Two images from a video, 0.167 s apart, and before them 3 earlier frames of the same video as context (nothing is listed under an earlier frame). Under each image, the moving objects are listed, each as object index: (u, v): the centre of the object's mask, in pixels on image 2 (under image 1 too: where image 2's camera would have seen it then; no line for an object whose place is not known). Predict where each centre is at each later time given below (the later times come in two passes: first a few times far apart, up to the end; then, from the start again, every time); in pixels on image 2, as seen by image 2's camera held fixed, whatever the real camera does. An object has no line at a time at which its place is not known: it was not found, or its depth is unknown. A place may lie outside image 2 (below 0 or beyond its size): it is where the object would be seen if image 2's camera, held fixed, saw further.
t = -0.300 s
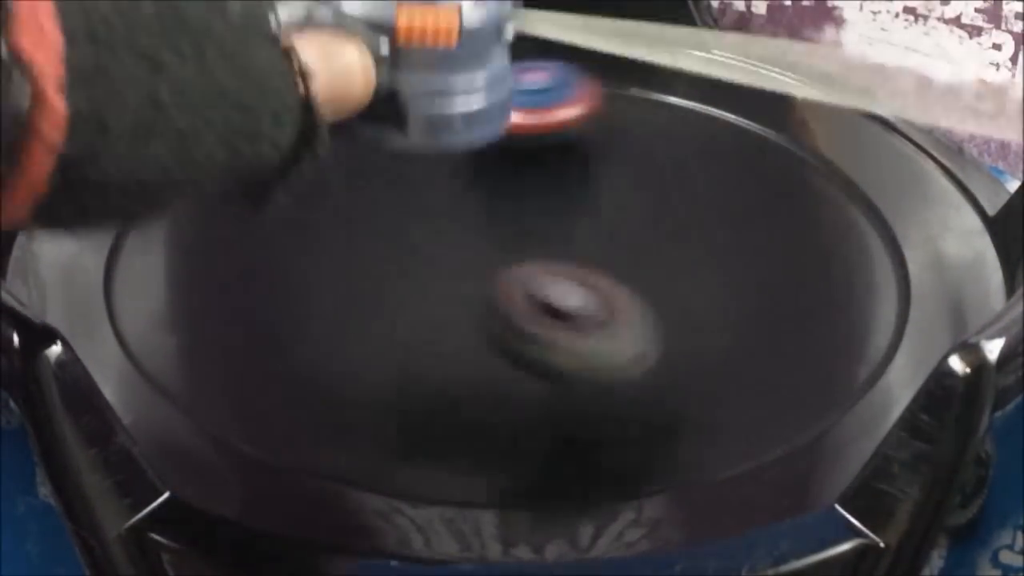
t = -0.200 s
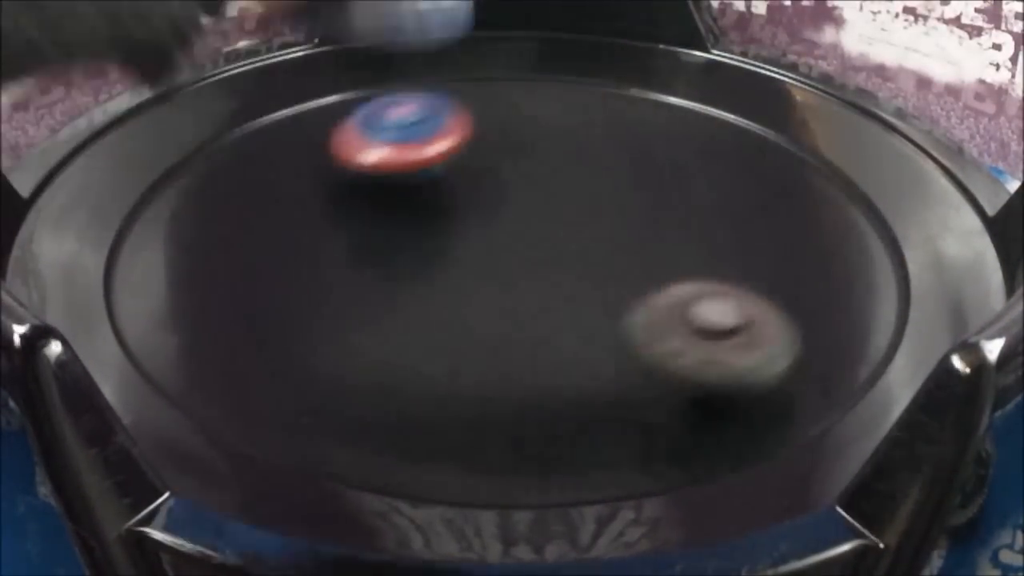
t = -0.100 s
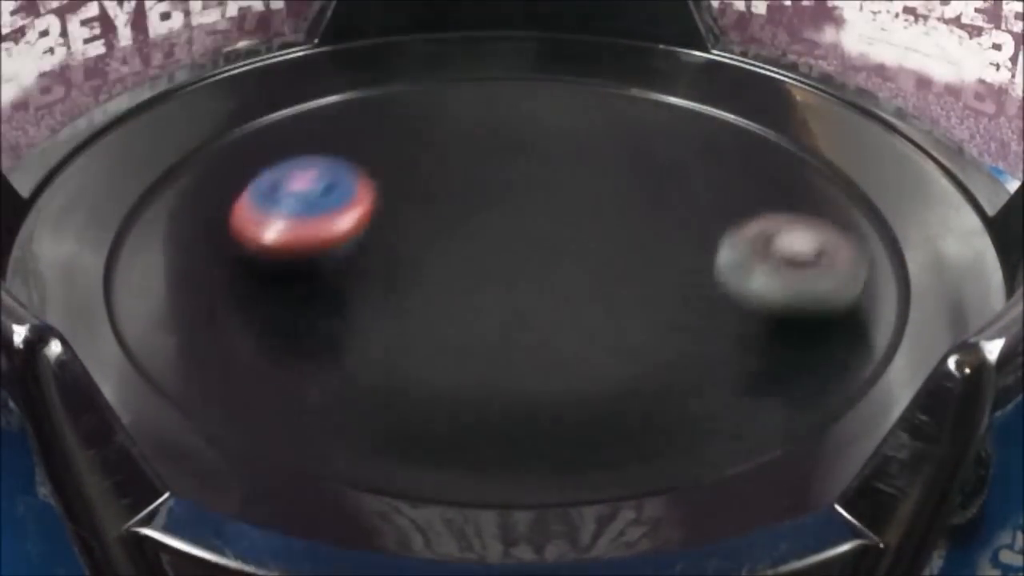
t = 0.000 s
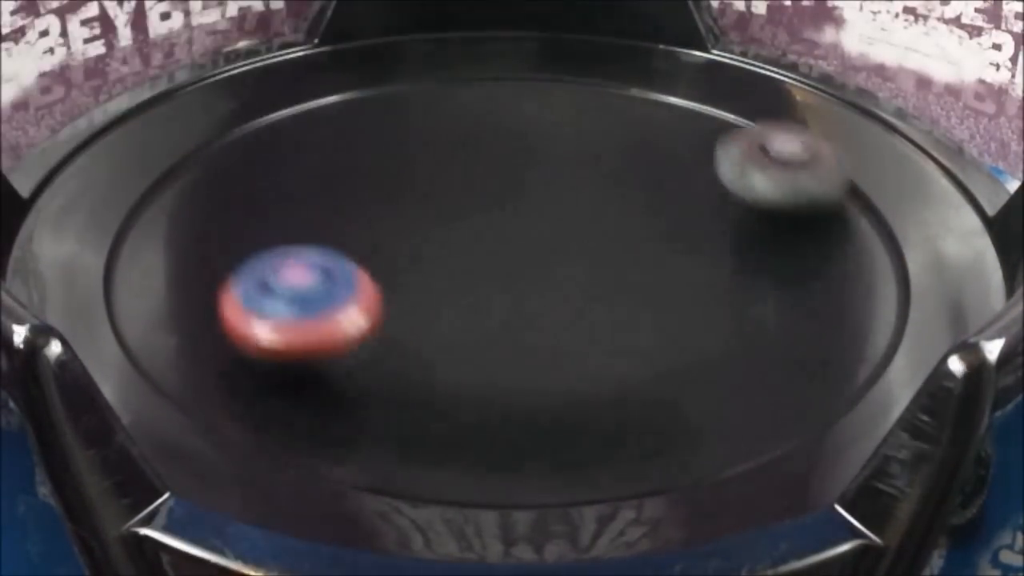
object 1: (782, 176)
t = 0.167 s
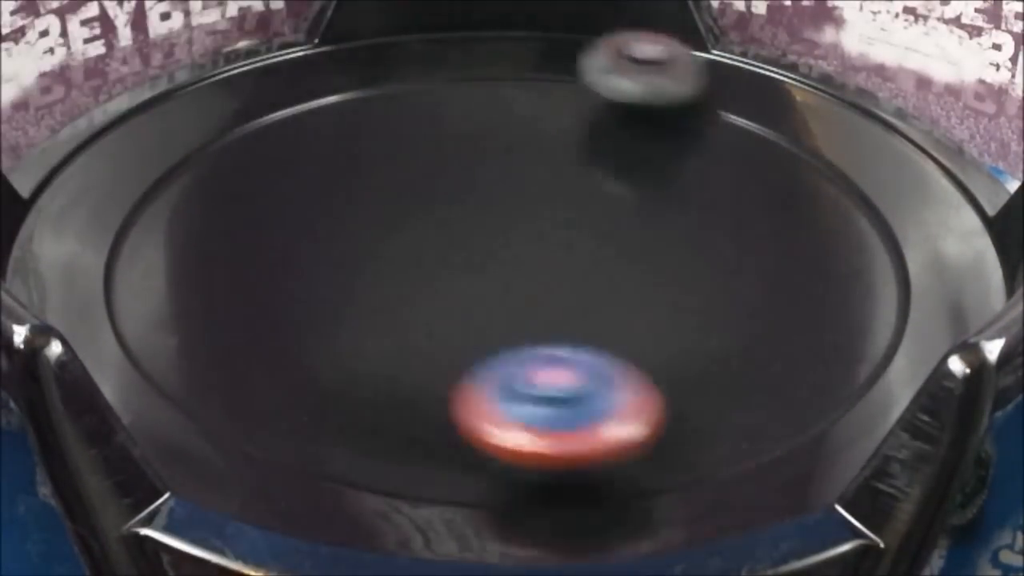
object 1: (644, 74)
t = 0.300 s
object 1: (518, 57)
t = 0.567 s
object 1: (334, 112)
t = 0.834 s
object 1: (321, 245)
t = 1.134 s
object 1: (555, 310)
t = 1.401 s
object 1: (677, 244)
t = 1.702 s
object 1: (574, 141)
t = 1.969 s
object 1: (349, 125)
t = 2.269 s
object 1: (184, 240)
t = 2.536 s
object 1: (364, 356)
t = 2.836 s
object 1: (639, 319)
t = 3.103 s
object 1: (647, 214)
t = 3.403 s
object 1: (501, 156)
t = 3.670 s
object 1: (387, 183)
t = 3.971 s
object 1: (335, 291)
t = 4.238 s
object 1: (507, 342)
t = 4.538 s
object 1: (812, 349)
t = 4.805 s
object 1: (659, 206)
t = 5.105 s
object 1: (477, 189)
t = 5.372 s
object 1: (379, 226)
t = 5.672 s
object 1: (374, 280)
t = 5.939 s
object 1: (445, 326)
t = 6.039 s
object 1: (492, 518)
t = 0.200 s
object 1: (608, 69)
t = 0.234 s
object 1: (576, 63)
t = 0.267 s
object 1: (547, 56)
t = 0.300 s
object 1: (518, 57)
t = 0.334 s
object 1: (490, 59)
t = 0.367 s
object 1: (463, 63)
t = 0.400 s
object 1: (437, 67)
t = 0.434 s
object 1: (412, 73)
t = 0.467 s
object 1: (390, 79)
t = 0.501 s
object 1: (369, 90)
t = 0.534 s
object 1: (351, 98)
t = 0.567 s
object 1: (334, 112)
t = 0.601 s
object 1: (320, 123)
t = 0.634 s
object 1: (309, 137)
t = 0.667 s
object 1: (301, 156)
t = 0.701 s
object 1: (296, 170)
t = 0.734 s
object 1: (296, 188)
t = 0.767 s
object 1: (300, 207)
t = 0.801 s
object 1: (308, 227)
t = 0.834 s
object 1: (321, 245)
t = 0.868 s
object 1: (339, 262)
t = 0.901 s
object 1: (362, 276)
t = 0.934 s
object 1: (388, 290)
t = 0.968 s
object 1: (415, 299)
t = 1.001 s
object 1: (443, 305)
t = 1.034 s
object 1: (472, 309)
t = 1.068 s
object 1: (500, 315)
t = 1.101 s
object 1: (529, 315)
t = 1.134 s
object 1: (555, 310)
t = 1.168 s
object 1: (582, 309)
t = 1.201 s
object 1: (605, 300)
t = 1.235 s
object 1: (627, 295)
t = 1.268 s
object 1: (644, 284)
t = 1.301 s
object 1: (657, 274)
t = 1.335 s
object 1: (667, 264)
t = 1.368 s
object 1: (674, 255)
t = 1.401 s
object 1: (677, 244)
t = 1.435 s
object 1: (678, 235)
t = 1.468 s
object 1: (677, 226)
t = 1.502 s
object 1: (674, 217)
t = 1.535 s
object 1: (669, 208)
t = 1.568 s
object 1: (662, 202)
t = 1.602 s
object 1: (652, 194)
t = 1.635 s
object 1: (640, 185)
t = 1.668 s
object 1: (614, 167)
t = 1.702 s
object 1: (574, 141)
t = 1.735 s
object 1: (538, 120)
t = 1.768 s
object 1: (504, 104)
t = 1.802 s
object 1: (472, 97)
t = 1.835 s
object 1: (445, 96)
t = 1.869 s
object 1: (418, 100)
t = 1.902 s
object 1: (393, 106)
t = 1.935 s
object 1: (371, 114)
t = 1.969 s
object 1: (349, 125)
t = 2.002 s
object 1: (326, 133)
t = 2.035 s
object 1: (283, 140)
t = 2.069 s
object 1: (249, 146)
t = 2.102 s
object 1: (226, 158)
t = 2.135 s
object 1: (210, 172)
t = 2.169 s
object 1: (197, 188)
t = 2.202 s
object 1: (188, 204)
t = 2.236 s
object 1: (184, 222)
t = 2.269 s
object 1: (184, 240)
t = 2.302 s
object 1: (190, 258)
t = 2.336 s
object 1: (201, 276)
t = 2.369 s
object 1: (218, 293)
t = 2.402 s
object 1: (240, 310)
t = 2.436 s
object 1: (266, 325)
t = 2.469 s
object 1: (296, 338)
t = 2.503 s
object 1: (329, 348)
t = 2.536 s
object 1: (364, 356)
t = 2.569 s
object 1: (401, 363)
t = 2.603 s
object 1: (437, 366)
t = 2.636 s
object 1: (472, 365)
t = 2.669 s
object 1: (507, 365)
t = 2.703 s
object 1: (539, 359)
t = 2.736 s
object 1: (569, 352)
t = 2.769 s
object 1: (597, 344)
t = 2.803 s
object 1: (620, 332)
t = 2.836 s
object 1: (639, 319)
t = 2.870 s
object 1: (652, 306)
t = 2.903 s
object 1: (662, 292)
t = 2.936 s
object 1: (668, 279)
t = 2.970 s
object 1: (671, 268)
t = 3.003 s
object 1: (670, 253)
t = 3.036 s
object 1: (665, 239)
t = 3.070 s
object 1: (656, 223)
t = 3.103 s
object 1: (647, 214)
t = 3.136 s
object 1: (636, 204)
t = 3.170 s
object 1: (622, 194)
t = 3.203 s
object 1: (607, 184)
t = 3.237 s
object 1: (591, 178)
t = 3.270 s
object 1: (574, 170)
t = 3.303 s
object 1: (556, 164)
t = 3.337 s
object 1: (538, 160)
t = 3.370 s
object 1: (520, 158)
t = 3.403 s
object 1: (501, 156)
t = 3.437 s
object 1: (483, 153)
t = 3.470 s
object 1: (465, 155)
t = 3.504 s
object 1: (449, 157)
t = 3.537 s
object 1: (433, 163)
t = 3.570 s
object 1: (419, 167)
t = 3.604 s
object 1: (407, 173)
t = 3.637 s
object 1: (395, 179)
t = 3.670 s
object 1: (387, 183)
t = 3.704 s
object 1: (379, 193)
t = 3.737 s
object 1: (374, 198)
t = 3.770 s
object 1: (370, 206)
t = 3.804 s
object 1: (369, 215)
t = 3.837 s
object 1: (356, 229)
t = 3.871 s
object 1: (334, 246)
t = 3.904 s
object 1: (323, 263)
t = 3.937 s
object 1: (324, 278)
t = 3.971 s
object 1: (335, 291)
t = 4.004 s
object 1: (350, 303)
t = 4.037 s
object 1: (368, 314)
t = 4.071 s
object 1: (390, 322)
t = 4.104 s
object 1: (412, 331)
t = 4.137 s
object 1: (435, 337)
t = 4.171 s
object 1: (459, 340)
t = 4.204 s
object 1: (483, 342)
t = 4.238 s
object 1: (507, 342)
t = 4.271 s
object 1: (529, 341)
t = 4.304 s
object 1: (552, 341)
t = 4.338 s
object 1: (573, 338)
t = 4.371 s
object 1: (646, 363)
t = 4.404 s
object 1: (736, 391)
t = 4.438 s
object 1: (801, 388)
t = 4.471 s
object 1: (825, 357)
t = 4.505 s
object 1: (821, 343)
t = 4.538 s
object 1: (812, 349)
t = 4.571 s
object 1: (801, 327)
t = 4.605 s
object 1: (786, 306)
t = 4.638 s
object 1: (767, 284)
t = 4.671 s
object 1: (748, 264)
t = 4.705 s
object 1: (727, 244)
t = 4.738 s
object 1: (705, 228)
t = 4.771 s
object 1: (682, 214)
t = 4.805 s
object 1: (659, 206)
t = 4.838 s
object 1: (635, 194)
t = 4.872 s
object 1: (612, 189)
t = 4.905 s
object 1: (589, 185)
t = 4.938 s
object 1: (569, 183)
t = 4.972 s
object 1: (549, 185)
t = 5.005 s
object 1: (530, 182)
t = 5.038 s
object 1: (512, 183)
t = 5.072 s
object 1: (495, 184)
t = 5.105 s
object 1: (477, 189)
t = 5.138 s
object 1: (460, 189)
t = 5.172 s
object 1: (445, 193)
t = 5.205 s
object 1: (430, 198)
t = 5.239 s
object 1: (417, 203)
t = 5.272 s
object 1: (406, 208)
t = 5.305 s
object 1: (395, 214)
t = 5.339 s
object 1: (386, 220)
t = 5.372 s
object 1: (379, 226)
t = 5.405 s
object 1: (373, 232)
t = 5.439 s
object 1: (368, 238)
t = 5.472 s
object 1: (365, 245)
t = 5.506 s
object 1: (363, 252)
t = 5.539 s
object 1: (363, 258)
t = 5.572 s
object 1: (364, 265)
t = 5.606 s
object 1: (366, 268)
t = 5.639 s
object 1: (370, 274)
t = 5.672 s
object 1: (374, 280)
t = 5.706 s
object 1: (380, 285)
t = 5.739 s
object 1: (387, 290)
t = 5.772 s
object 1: (395, 294)
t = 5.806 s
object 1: (403, 298)
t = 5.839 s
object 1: (414, 301)
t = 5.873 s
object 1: (424, 304)
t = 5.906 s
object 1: (435, 306)
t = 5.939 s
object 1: (445, 326)
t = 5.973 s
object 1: (449, 409)
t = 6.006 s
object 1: (470, 479)
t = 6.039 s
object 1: (492, 518)
